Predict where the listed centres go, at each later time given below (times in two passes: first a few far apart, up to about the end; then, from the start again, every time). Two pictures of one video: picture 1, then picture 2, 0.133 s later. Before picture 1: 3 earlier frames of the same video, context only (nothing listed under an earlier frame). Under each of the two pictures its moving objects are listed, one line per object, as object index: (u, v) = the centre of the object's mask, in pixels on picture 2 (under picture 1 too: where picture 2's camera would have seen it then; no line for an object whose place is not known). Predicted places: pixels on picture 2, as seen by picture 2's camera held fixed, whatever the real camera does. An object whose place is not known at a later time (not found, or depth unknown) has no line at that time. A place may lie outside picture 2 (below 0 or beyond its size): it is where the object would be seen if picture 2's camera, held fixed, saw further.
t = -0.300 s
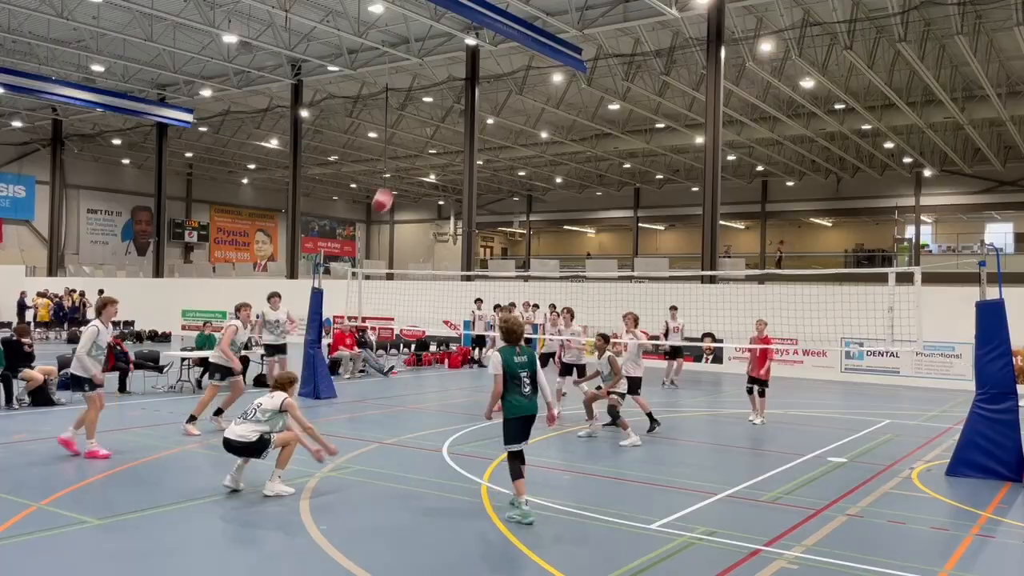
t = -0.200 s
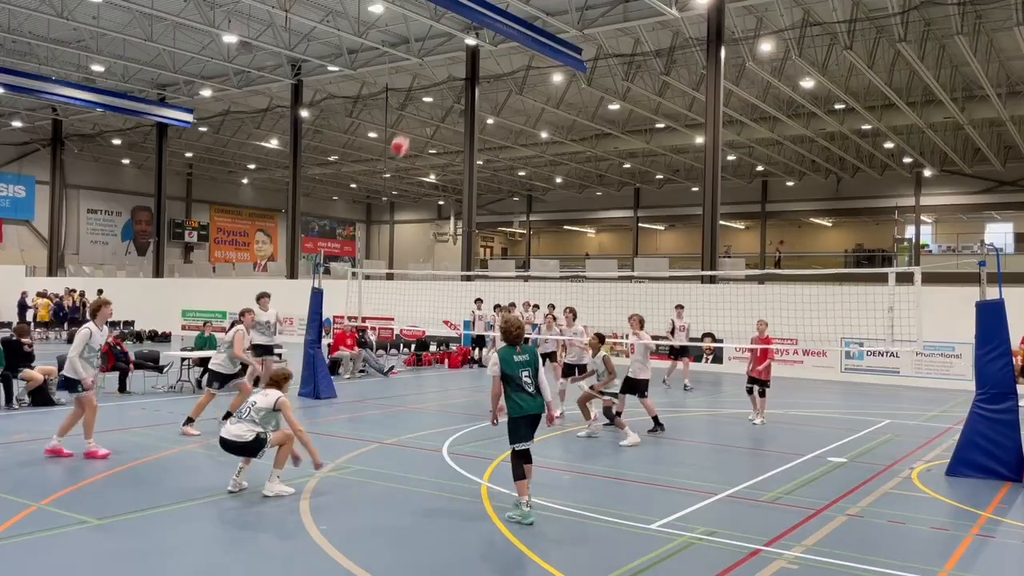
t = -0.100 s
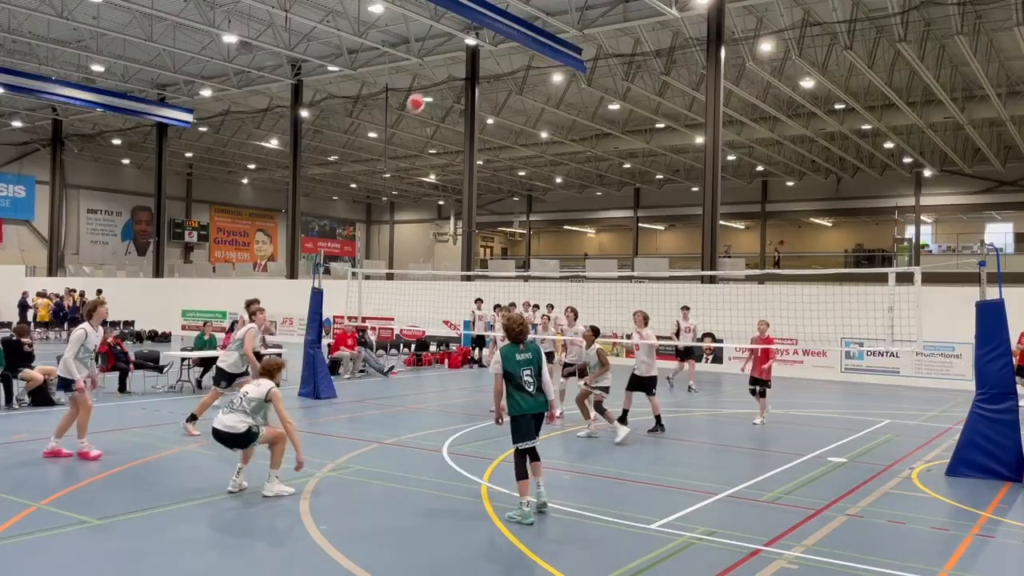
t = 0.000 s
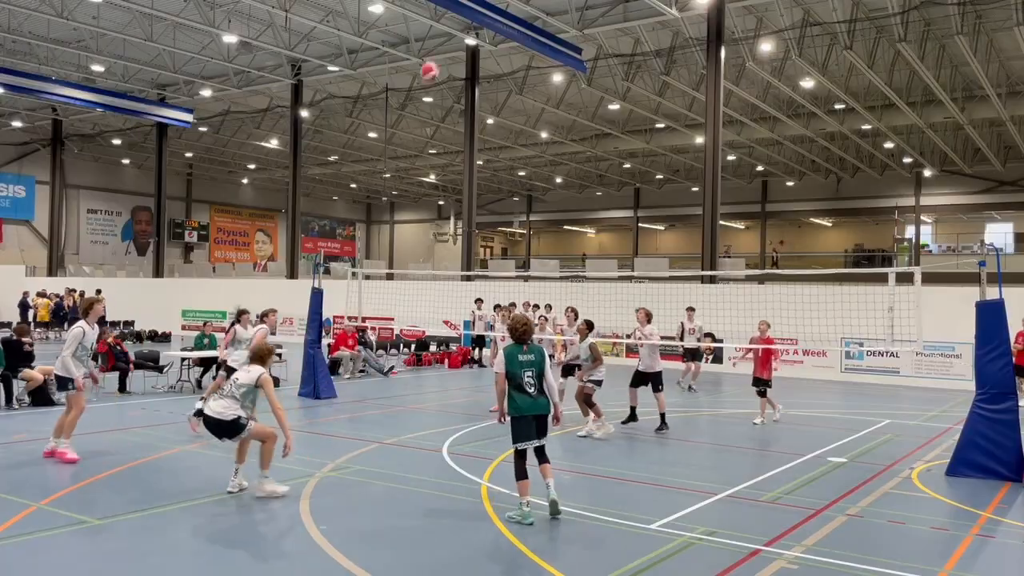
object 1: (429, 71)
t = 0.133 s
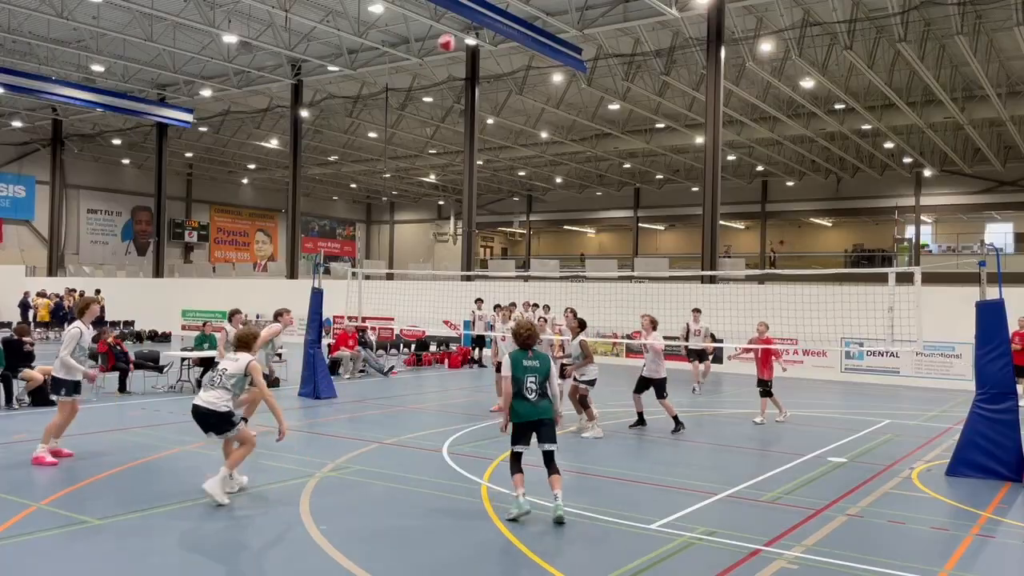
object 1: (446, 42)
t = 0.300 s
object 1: (465, 28)
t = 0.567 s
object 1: (491, 45)
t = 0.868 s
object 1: (515, 120)
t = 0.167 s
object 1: (450, 37)
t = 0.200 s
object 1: (454, 34)
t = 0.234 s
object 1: (459, 31)
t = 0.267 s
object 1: (461, 28)
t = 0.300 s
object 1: (465, 28)
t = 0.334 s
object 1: (469, 27)
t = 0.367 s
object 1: (472, 27)
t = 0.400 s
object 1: (476, 29)
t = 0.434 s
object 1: (478, 30)
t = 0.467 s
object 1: (481, 32)
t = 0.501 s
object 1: (485, 36)
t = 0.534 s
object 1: (488, 40)
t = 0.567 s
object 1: (491, 45)
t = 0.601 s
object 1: (493, 50)
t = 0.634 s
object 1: (496, 57)
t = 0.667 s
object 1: (500, 65)
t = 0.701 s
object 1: (502, 72)
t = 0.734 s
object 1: (505, 81)
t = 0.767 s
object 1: (507, 89)
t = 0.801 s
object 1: (510, 98)
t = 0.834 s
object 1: (513, 109)
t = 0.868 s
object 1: (515, 120)
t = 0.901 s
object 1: (517, 131)
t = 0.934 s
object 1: (519, 143)
